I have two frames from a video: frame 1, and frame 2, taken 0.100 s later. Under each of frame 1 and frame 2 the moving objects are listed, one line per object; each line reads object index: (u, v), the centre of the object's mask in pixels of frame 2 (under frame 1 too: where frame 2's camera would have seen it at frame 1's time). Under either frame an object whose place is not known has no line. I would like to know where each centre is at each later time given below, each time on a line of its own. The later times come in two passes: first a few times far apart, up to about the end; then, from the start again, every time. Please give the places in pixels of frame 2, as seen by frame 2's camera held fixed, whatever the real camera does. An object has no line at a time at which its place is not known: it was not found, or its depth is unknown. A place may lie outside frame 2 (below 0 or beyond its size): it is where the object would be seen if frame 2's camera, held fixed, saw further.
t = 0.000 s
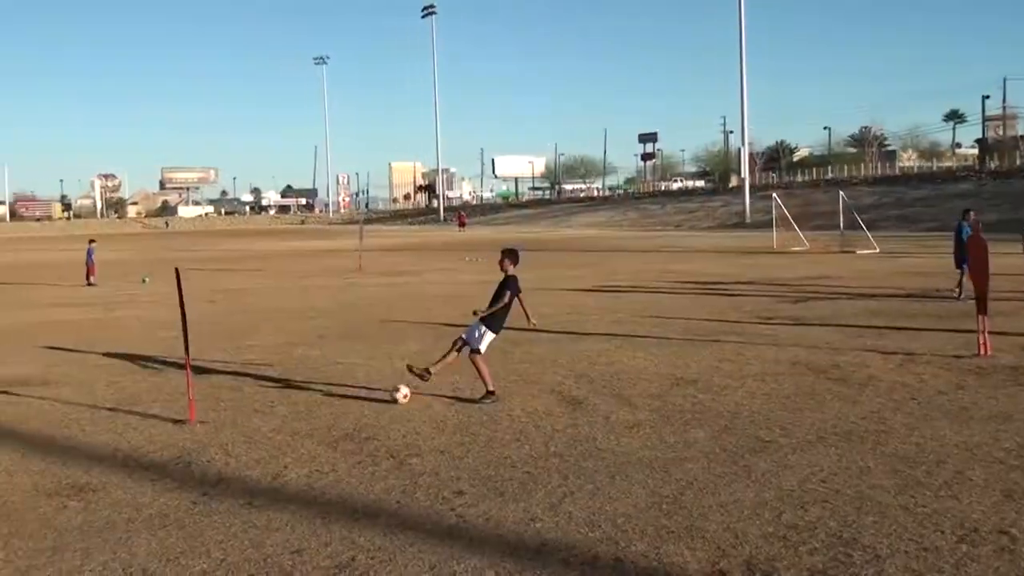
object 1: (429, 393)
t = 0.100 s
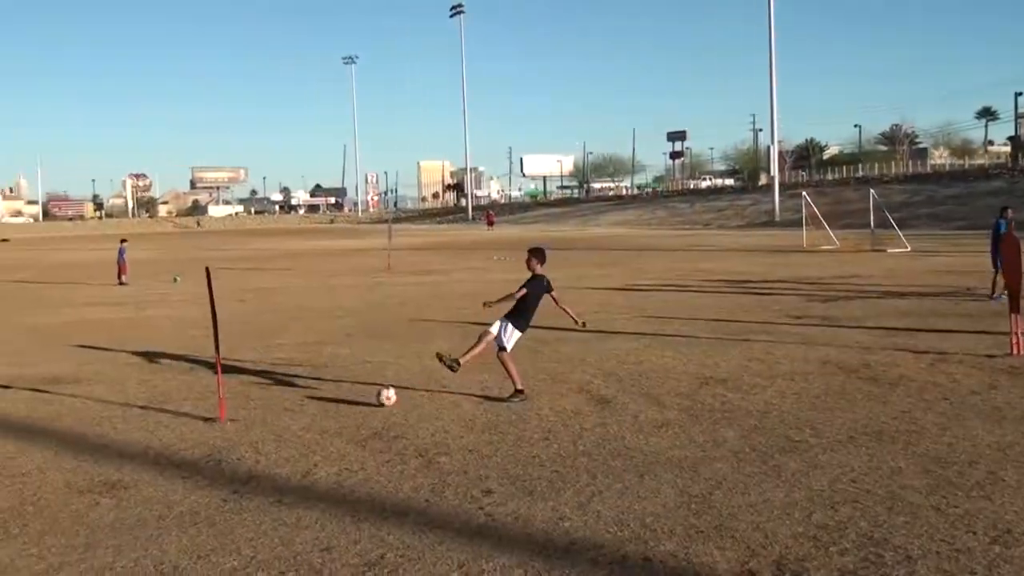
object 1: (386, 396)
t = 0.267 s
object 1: (315, 406)
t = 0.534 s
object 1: (192, 420)
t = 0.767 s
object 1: (74, 436)
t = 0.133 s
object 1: (372, 399)
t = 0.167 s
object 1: (358, 401)
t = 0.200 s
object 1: (344, 402)
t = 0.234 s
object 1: (329, 404)
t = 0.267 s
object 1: (315, 406)
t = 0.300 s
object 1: (300, 408)
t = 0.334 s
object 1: (285, 410)
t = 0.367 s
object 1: (270, 412)
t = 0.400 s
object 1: (254, 413)
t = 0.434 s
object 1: (239, 415)
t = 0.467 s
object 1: (224, 418)
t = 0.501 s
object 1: (207, 418)
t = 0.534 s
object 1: (192, 420)
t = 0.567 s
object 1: (176, 423)
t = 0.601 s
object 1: (159, 424)
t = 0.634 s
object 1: (142, 427)
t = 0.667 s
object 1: (125, 429)
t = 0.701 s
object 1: (108, 430)
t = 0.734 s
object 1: (91, 432)
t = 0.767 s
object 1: (74, 436)
